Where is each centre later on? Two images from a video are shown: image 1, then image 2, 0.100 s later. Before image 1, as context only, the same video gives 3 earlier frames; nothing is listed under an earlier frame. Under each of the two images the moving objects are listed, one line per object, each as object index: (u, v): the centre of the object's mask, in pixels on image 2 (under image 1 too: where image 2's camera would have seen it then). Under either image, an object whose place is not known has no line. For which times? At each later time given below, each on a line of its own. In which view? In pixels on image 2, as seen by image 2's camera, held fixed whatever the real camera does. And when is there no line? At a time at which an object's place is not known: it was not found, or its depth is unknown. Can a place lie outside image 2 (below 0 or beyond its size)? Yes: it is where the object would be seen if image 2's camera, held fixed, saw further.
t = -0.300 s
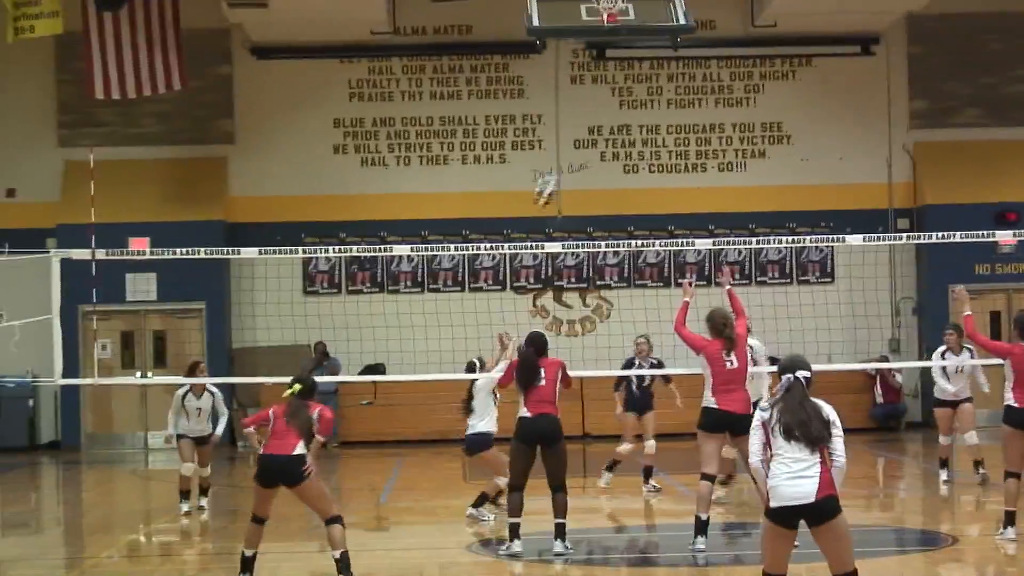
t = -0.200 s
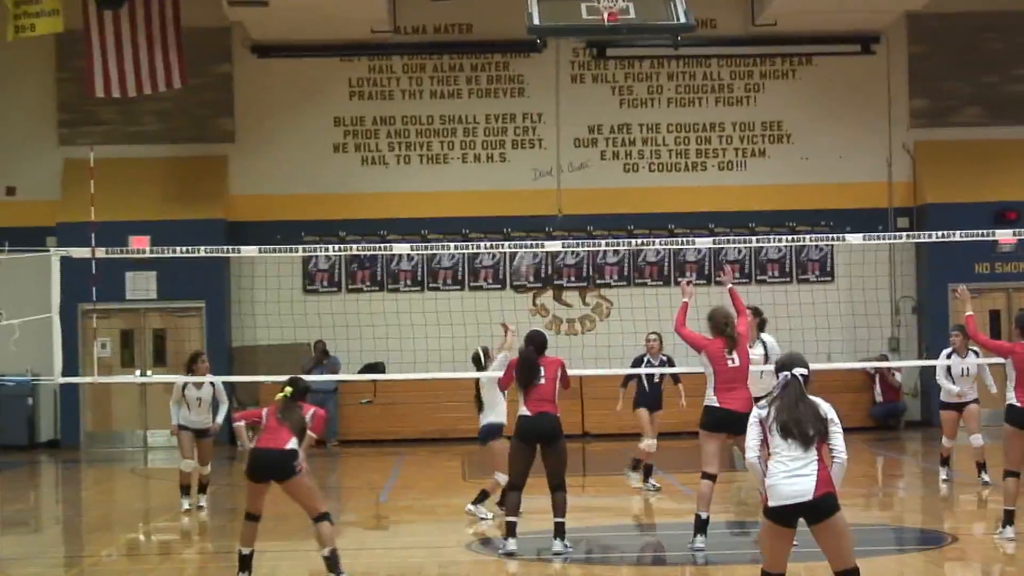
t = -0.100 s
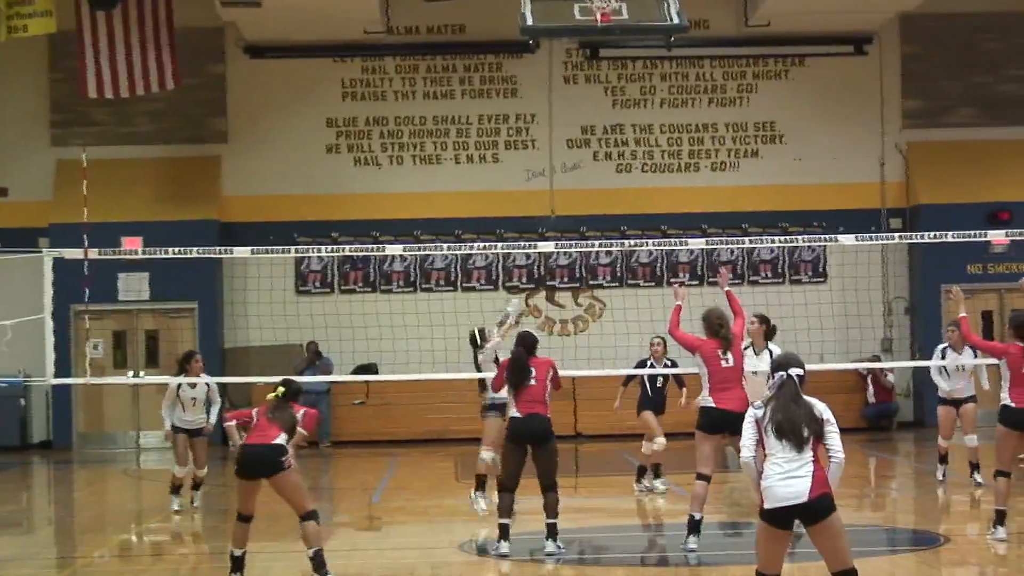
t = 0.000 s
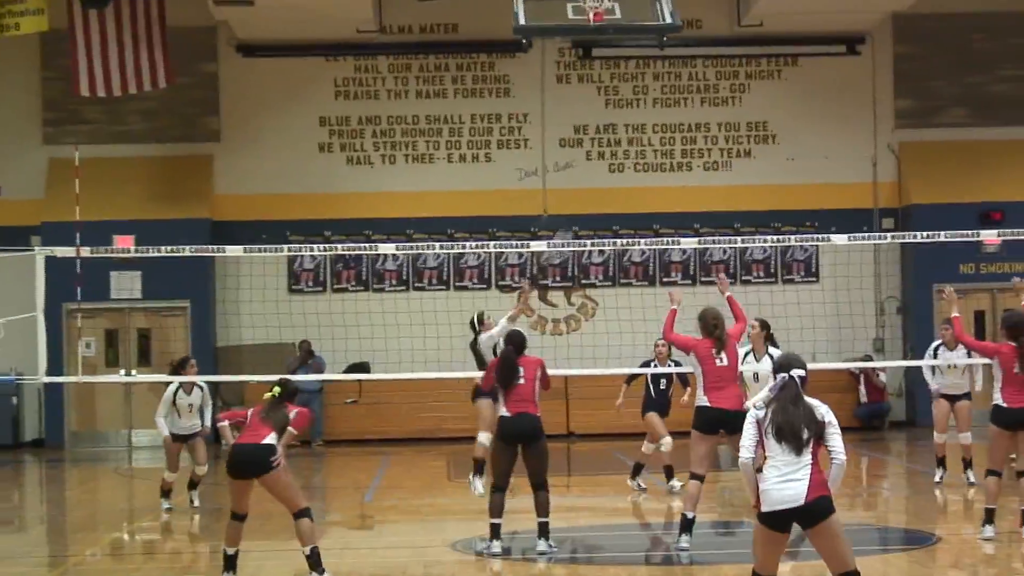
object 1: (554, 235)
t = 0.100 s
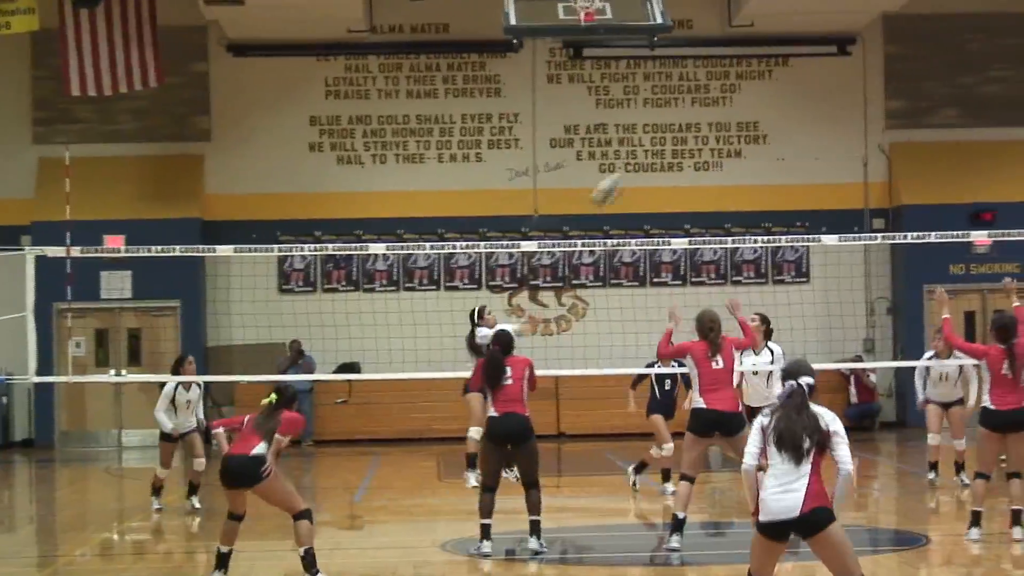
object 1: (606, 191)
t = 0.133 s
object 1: (625, 173)
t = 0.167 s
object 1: (645, 157)
